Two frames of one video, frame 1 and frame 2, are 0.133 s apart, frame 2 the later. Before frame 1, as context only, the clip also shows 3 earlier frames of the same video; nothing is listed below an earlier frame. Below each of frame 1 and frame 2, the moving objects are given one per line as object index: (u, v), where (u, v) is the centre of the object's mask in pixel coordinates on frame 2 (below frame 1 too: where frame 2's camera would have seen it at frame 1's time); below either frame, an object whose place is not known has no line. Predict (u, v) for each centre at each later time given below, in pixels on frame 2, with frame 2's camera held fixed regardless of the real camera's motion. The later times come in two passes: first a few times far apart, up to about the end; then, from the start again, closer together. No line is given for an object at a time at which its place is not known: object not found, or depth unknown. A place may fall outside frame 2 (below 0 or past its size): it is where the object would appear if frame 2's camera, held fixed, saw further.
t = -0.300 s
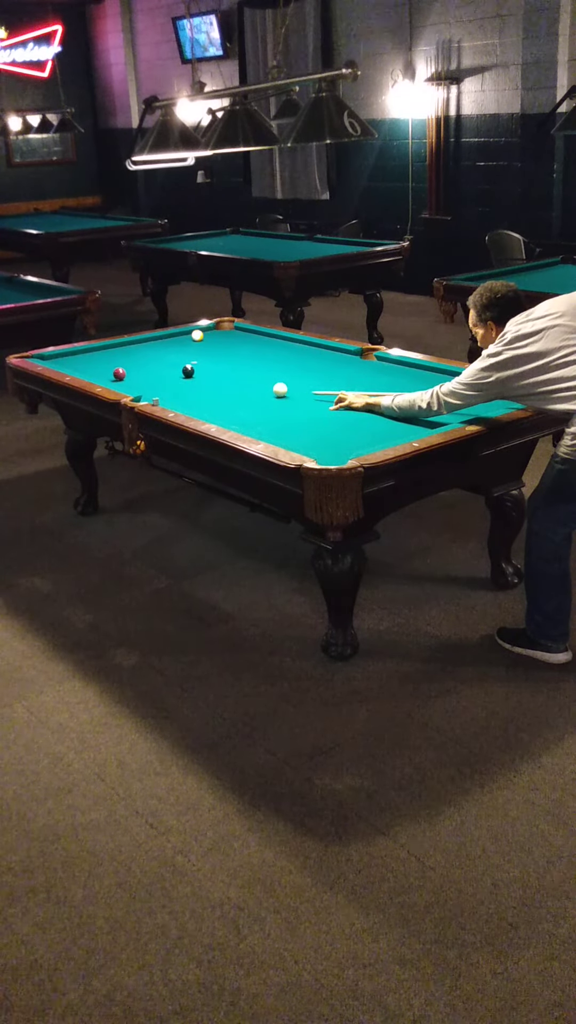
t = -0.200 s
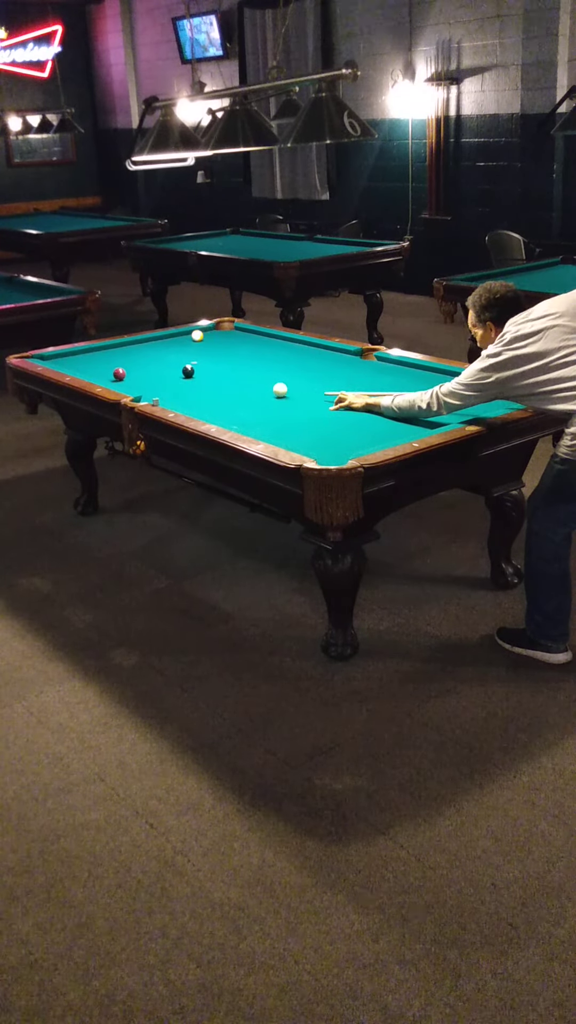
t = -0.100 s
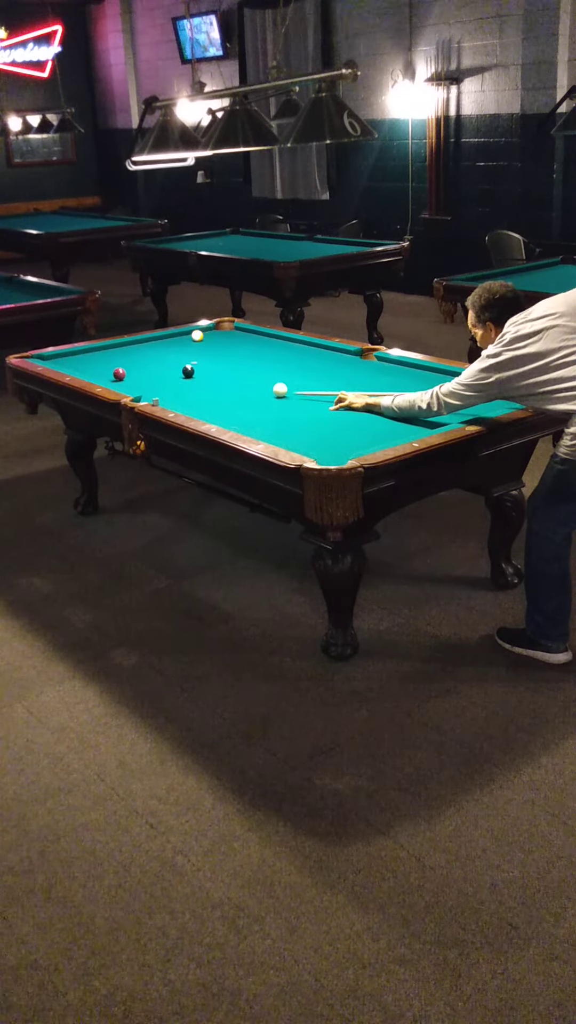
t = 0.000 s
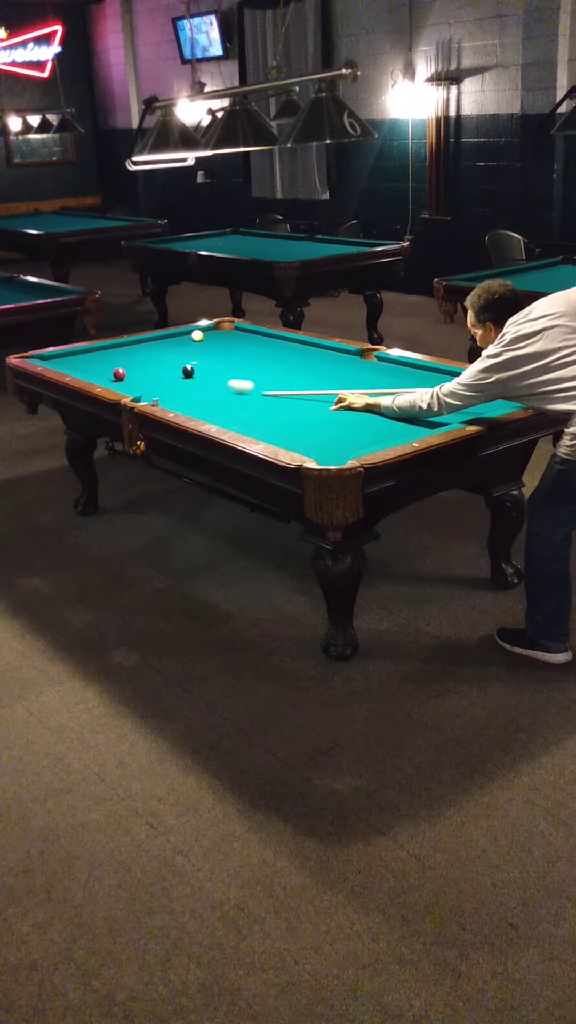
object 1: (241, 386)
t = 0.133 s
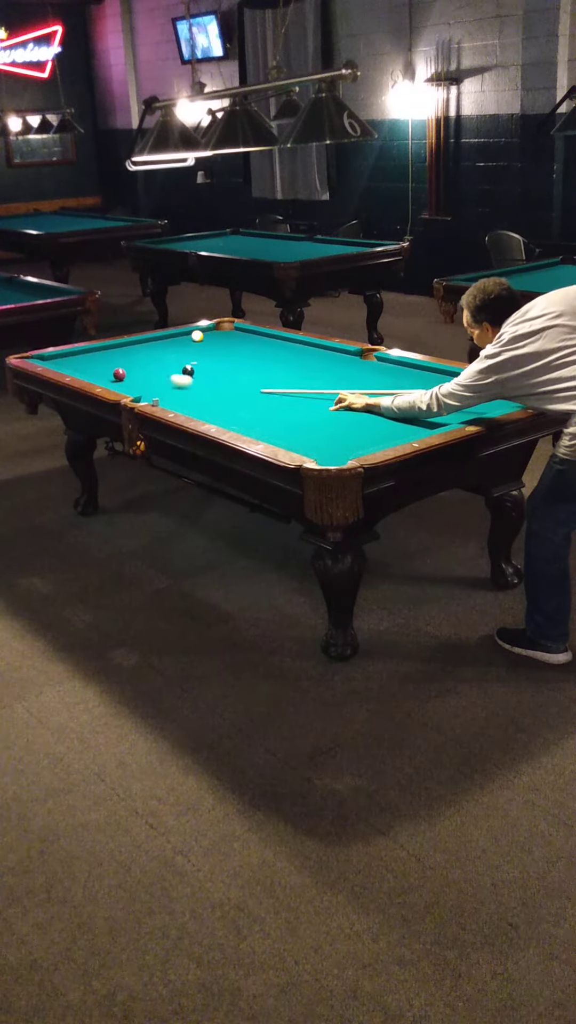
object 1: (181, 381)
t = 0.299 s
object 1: (126, 376)
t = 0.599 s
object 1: (105, 378)
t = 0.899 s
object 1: (116, 379)
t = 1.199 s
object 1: (126, 379)
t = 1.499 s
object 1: (134, 378)
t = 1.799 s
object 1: (139, 377)
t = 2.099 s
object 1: (142, 377)
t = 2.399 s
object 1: (143, 376)
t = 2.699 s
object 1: (143, 377)
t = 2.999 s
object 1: (143, 377)
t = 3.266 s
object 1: (143, 377)
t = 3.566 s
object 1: (143, 376)
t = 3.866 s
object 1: (143, 377)
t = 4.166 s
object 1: (143, 377)
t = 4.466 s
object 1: (143, 377)
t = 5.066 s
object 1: (145, 379)
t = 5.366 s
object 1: (143, 377)
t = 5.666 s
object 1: (143, 377)
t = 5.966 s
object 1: (143, 377)
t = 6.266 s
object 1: (143, 377)
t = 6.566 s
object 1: (143, 377)
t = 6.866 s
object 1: (143, 377)
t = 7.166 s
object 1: (143, 377)
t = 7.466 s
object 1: (143, 377)
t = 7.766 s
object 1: (143, 377)
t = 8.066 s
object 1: (143, 377)
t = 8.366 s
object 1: (143, 377)
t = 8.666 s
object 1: (143, 377)
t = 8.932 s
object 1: (143, 377)
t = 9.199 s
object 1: (143, 377)
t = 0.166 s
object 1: (168, 379)
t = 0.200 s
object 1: (156, 378)
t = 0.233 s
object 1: (145, 377)
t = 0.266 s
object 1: (134, 376)
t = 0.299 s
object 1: (126, 376)
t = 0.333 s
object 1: (123, 377)
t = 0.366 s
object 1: (121, 377)
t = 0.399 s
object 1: (119, 377)
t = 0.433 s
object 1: (116, 378)
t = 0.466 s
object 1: (114, 378)
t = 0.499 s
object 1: (112, 378)
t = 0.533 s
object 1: (110, 378)
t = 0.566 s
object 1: (107, 378)
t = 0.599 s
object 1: (105, 378)
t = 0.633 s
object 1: (105, 378)
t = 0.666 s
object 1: (107, 379)
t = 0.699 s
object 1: (108, 379)
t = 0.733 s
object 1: (109, 379)
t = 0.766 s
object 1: (111, 379)
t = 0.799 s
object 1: (112, 379)
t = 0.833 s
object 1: (114, 379)
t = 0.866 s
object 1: (115, 379)
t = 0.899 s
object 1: (116, 379)
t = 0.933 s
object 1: (117, 379)
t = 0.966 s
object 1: (119, 379)
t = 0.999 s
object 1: (120, 379)
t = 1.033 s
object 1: (121, 379)
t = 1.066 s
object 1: (122, 379)
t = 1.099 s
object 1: (123, 379)
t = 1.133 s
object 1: (124, 379)
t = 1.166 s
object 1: (125, 379)
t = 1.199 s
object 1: (126, 379)
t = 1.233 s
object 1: (127, 379)
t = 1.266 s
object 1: (128, 378)
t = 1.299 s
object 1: (129, 378)
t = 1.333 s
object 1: (130, 378)
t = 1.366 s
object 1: (131, 378)
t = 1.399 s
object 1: (132, 378)
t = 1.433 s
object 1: (132, 378)
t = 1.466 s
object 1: (133, 378)
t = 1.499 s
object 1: (134, 378)
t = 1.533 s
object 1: (135, 378)
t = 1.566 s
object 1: (135, 377)
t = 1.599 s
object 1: (136, 377)
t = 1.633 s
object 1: (137, 377)
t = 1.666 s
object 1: (137, 377)
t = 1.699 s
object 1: (138, 377)
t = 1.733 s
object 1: (138, 377)
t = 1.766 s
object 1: (139, 377)
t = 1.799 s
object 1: (139, 377)
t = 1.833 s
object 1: (140, 377)
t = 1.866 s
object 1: (140, 377)
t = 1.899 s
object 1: (140, 377)
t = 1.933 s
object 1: (141, 377)
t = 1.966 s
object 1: (141, 377)
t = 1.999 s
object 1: (142, 377)
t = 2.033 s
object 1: (142, 377)
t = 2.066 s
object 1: (142, 377)
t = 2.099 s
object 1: (142, 377)
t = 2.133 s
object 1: (143, 376)
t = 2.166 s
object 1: (143, 376)
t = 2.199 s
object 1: (143, 376)
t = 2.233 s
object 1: (143, 376)
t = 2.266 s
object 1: (143, 376)
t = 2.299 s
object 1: (143, 376)
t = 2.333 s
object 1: (143, 376)
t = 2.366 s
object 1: (143, 376)
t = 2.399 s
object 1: (143, 376)
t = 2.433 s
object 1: (143, 376)
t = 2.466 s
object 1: (143, 376)
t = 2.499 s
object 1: (143, 376)
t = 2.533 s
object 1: (143, 376)
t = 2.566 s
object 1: (143, 376)
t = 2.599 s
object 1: (143, 376)
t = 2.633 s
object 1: (143, 377)
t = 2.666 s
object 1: (143, 377)
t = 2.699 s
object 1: (143, 377)
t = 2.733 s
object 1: (143, 377)
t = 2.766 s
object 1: (143, 376)
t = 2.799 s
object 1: (143, 376)
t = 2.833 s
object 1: (143, 377)
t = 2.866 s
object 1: (143, 376)
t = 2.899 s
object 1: (143, 376)
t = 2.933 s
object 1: (143, 377)
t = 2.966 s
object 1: (143, 377)
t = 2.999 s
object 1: (143, 377)
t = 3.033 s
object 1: (143, 377)
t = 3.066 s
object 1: (143, 377)
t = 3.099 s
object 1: (143, 377)
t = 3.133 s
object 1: (143, 377)
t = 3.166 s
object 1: (143, 377)
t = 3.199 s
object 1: (143, 377)
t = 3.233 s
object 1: (143, 377)
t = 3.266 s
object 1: (143, 377)
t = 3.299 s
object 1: (143, 377)
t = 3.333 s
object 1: (143, 377)
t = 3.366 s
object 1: (143, 377)
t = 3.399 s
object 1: (143, 377)
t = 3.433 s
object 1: (143, 377)
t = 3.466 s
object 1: (143, 377)
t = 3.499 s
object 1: (143, 376)
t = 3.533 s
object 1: (143, 377)
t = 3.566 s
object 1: (143, 376)
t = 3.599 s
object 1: (143, 377)
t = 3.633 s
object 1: (143, 377)
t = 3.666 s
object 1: (143, 377)
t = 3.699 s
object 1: (143, 377)
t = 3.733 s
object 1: (143, 377)
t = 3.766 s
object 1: (143, 377)
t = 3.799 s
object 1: (143, 376)
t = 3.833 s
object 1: (143, 377)
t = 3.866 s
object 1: (143, 377)
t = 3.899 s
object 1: (143, 377)
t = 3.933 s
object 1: (143, 377)
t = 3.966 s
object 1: (143, 377)
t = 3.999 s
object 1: (143, 377)
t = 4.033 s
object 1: (143, 377)
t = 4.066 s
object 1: (143, 377)
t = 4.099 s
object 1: (143, 377)
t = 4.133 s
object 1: (143, 377)
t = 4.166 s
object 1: (143, 377)
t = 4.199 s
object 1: (143, 377)
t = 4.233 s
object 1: (143, 377)
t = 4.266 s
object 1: (143, 377)
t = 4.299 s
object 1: (143, 377)
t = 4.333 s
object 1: (143, 377)
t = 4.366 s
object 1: (143, 376)
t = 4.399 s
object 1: (143, 377)
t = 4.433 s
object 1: (143, 377)
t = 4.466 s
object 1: (143, 377)
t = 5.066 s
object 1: (145, 379)
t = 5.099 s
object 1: (143, 376)
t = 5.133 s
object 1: (143, 376)
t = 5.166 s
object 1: (143, 377)
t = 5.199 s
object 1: (143, 377)
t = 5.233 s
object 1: (143, 377)
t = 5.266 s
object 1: (143, 377)
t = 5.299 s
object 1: (143, 377)
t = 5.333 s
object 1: (143, 377)
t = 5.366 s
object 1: (143, 377)
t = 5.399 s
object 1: (143, 377)
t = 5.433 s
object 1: (143, 377)
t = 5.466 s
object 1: (143, 377)
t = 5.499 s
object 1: (143, 377)
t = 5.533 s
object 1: (143, 377)
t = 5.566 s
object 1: (143, 377)
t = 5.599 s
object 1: (143, 377)
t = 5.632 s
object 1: (143, 377)
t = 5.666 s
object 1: (143, 377)
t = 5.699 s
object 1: (143, 377)
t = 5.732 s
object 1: (143, 377)
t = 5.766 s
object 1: (143, 377)
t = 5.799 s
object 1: (143, 377)
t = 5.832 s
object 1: (143, 377)
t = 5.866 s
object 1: (143, 377)
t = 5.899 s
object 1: (143, 377)
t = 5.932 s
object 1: (143, 377)
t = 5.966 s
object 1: (143, 377)
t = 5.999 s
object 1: (143, 377)
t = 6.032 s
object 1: (143, 377)
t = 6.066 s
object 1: (143, 377)
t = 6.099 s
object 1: (143, 377)
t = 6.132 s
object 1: (143, 377)
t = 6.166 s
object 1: (143, 377)
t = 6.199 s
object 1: (143, 377)
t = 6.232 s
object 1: (143, 377)
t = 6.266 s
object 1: (143, 377)
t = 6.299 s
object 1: (143, 377)
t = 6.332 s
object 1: (143, 377)
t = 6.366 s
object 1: (143, 377)
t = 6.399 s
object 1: (143, 377)
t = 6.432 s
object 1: (143, 376)
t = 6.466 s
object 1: (143, 377)
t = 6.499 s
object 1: (143, 377)
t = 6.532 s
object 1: (143, 377)
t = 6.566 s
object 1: (143, 377)
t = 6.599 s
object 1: (143, 376)
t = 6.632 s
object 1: (143, 377)
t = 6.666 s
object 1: (143, 377)
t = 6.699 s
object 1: (143, 377)
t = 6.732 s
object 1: (143, 377)
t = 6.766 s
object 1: (143, 377)
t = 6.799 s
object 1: (143, 377)
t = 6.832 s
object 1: (143, 377)
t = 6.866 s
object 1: (143, 377)
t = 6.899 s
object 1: (143, 377)
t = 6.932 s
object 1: (143, 377)
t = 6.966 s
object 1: (143, 377)
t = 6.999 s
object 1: (143, 377)
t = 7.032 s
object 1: (143, 376)
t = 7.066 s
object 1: (143, 377)
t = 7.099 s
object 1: (143, 377)
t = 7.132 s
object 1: (143, 377)
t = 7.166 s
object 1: (143, 377)
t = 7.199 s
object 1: (143, 377)
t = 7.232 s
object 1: (143, 377)
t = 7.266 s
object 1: (143, 376)
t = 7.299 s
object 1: (143, 377)
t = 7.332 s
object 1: (143, 377)
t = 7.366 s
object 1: (143, 377)
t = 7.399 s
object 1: (143, 377)
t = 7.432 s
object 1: (143, 377)
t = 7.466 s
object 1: (143, 377)
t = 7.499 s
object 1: (143, 377)
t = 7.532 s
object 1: (143, 376)
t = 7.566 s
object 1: (143, 377)
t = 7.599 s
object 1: (143, 377)
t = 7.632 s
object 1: (143, 377)
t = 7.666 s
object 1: (143, 377)
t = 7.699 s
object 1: (143, 377)
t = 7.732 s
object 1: (143, 377)
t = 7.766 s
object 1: (143, 377)
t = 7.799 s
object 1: (143, 377)
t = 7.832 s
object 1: (143, 377)
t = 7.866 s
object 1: (143, 377)
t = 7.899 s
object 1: (143, 377)
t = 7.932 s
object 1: (143, 377)
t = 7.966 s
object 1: (143, 377)
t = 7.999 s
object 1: (143, 377)
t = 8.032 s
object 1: (143, 377)
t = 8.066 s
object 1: (143, 377)
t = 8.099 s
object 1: (143, 377)
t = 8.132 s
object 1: (143, 376)
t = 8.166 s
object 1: (143, 377)
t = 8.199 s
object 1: (143, 377)
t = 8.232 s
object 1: (143, 377)
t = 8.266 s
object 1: (143, 377)
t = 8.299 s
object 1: (143, 377)
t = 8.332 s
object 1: (143, 377)
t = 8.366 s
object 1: (143, 377)
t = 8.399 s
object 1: (143, 377)
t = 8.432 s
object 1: (143, 377)
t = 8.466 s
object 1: (143, 377)
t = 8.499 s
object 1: (143, 377)
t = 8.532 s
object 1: (143, 377)
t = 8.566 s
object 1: (143, 377)
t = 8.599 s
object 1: (143, 377)
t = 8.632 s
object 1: (143, 377)
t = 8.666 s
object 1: (143, 377)
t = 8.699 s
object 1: (143, 377)
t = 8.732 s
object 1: (143, 377)
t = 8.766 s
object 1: (143, 377)
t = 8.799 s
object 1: (143, 377)
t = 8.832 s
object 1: (143, 377)
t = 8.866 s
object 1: (143, 377)
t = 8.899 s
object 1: (143, 377)
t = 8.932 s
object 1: (143, 377)
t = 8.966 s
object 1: (143, 376)
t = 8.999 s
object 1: (143, 377)
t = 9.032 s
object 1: (143, 376)
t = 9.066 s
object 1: (143, 377)
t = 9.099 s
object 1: (143, 376)
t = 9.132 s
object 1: (143, 376)
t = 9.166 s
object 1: (143, 377)
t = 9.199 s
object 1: (143, 377)
